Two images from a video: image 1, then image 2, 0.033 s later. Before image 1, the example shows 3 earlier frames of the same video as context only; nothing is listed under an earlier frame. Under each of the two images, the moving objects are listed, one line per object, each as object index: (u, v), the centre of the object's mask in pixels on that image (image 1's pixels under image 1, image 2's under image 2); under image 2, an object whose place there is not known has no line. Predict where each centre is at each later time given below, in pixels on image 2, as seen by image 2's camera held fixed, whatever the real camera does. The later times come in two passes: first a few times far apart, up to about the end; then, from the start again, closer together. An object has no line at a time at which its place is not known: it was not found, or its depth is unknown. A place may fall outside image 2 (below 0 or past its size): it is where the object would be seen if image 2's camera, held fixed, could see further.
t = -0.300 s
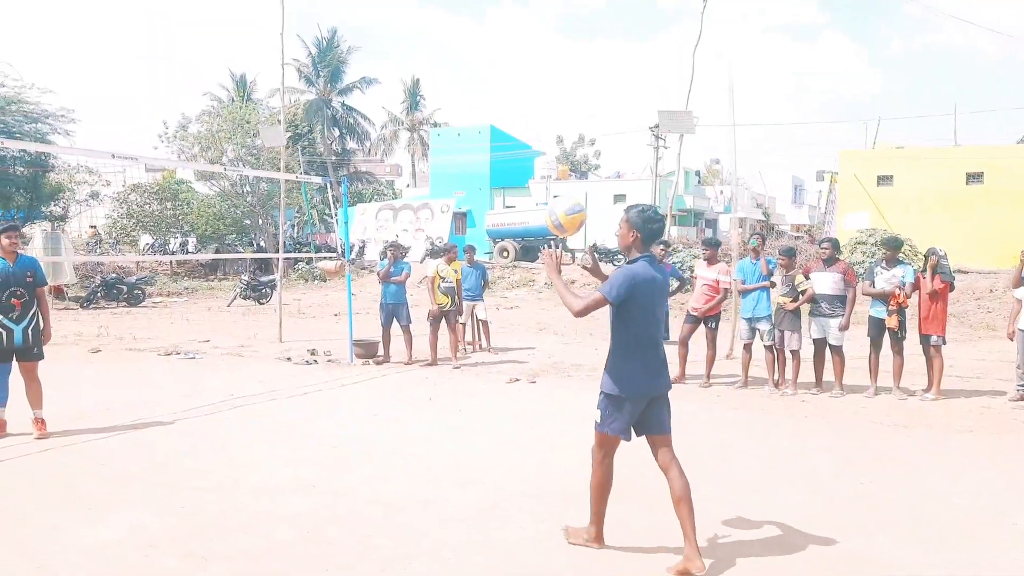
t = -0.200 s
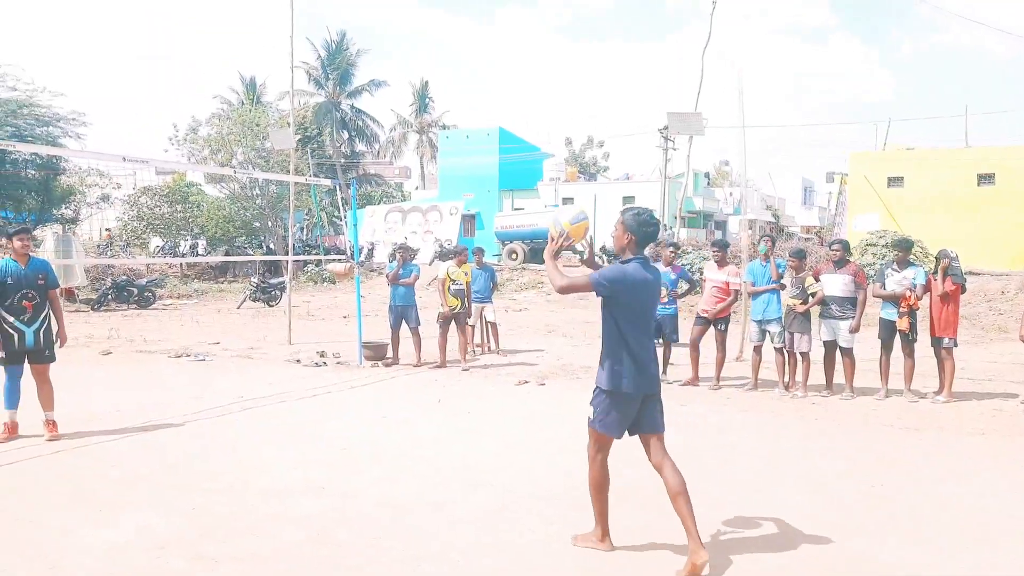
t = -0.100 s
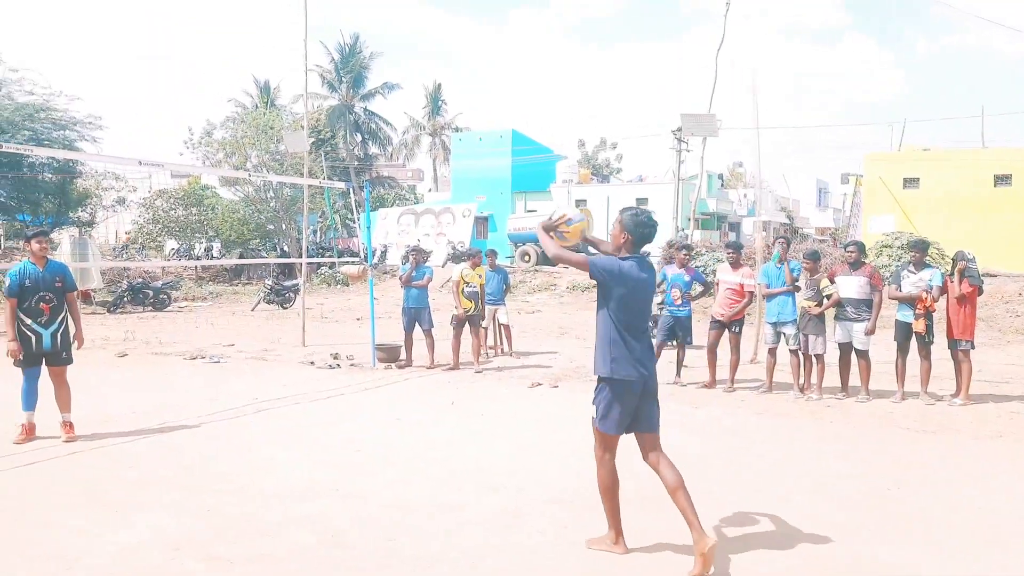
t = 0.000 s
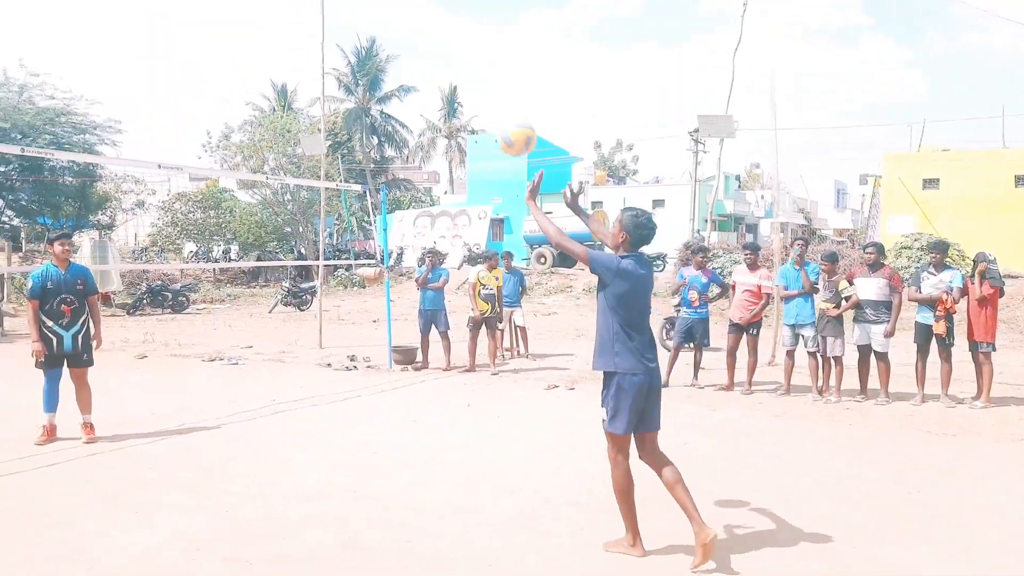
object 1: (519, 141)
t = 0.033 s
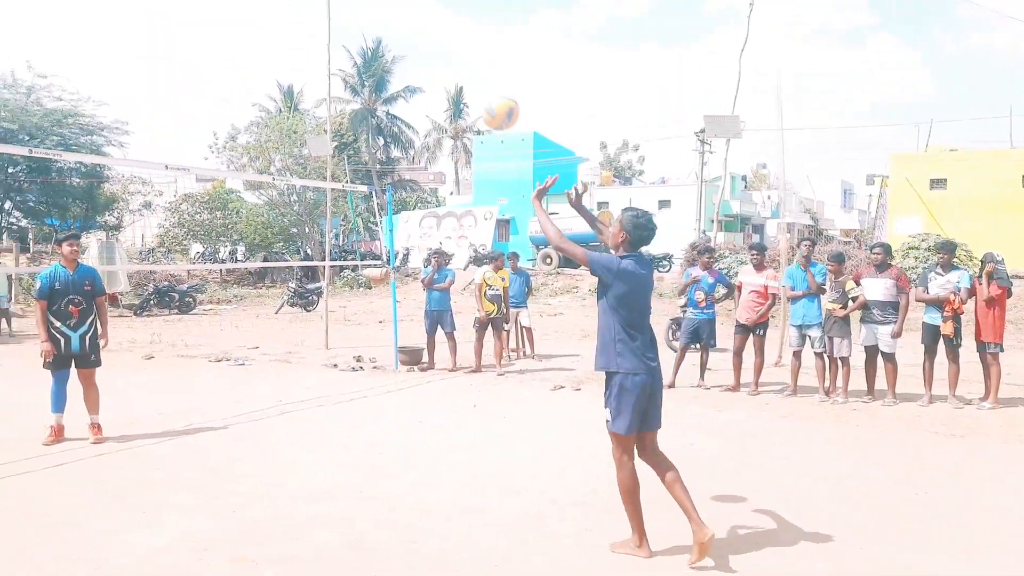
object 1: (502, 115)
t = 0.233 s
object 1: (385, 10)
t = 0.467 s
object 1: (276, -8)
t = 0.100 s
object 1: (460, 69)
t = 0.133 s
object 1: (441, 51)
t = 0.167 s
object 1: (422, 36)
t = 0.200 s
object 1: (404, 22)
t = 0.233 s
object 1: (385, 10)
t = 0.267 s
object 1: (367, 3)
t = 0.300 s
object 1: (350, -1)
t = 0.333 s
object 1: (334, -4)
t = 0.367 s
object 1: (318, -6)
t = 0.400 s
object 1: (304, -8)
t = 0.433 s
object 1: (289, -9)
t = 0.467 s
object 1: (276, -8)
